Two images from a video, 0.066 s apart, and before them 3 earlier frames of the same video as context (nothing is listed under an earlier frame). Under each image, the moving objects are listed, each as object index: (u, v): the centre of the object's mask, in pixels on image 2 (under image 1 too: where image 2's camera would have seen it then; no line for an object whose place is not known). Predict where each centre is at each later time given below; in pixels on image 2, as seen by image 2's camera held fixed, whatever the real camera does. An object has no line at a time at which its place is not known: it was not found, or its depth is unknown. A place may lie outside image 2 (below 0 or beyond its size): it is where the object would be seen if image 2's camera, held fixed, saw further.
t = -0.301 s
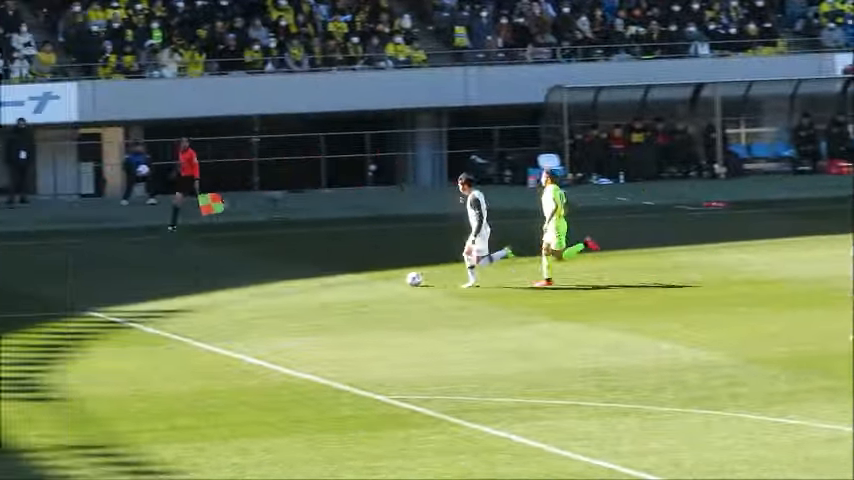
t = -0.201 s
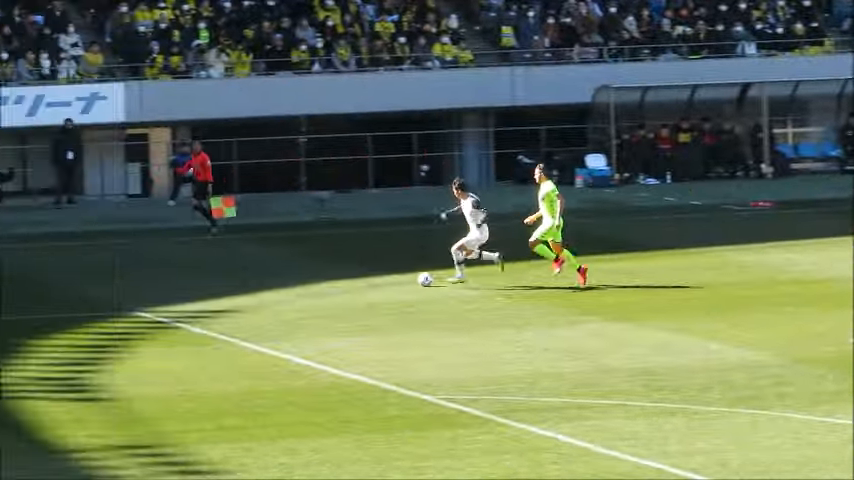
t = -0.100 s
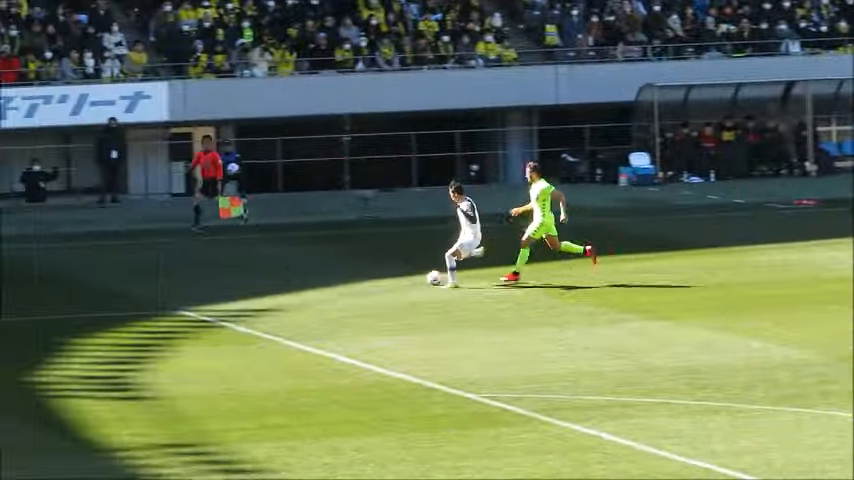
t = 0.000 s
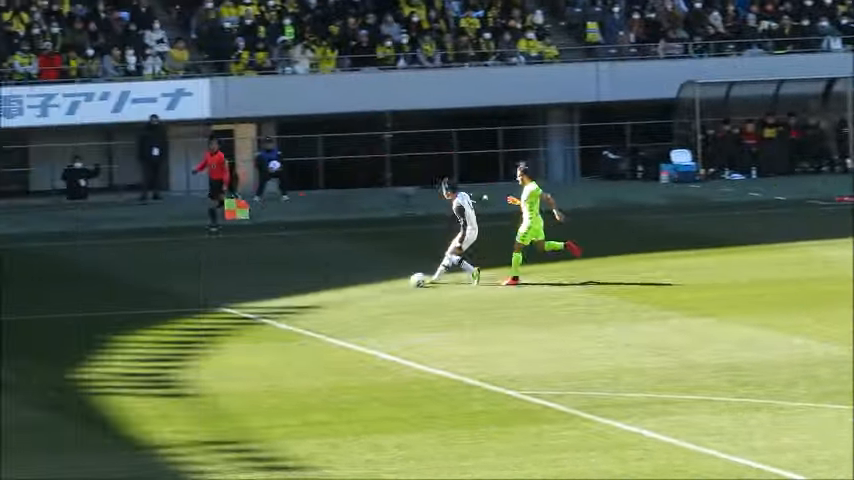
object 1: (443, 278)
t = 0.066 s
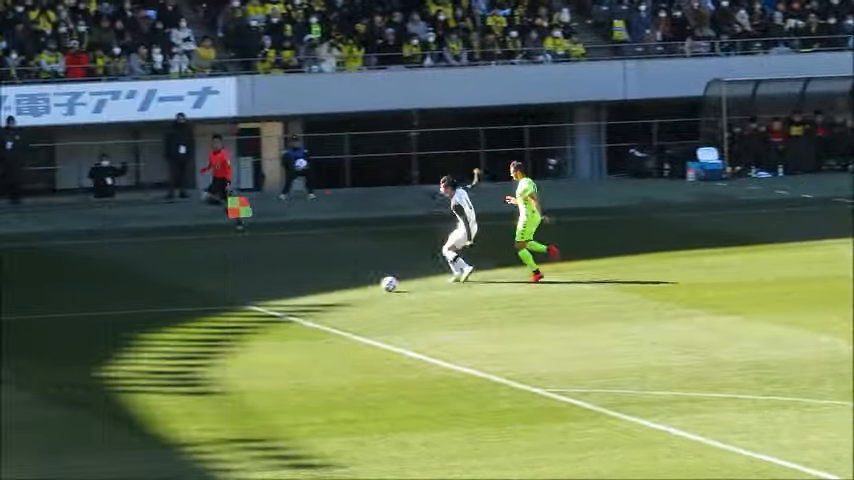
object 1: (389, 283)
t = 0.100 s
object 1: (362, 286)
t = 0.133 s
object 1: (336, 290)
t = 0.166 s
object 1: (311, 293)
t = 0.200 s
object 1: (286, 297)
